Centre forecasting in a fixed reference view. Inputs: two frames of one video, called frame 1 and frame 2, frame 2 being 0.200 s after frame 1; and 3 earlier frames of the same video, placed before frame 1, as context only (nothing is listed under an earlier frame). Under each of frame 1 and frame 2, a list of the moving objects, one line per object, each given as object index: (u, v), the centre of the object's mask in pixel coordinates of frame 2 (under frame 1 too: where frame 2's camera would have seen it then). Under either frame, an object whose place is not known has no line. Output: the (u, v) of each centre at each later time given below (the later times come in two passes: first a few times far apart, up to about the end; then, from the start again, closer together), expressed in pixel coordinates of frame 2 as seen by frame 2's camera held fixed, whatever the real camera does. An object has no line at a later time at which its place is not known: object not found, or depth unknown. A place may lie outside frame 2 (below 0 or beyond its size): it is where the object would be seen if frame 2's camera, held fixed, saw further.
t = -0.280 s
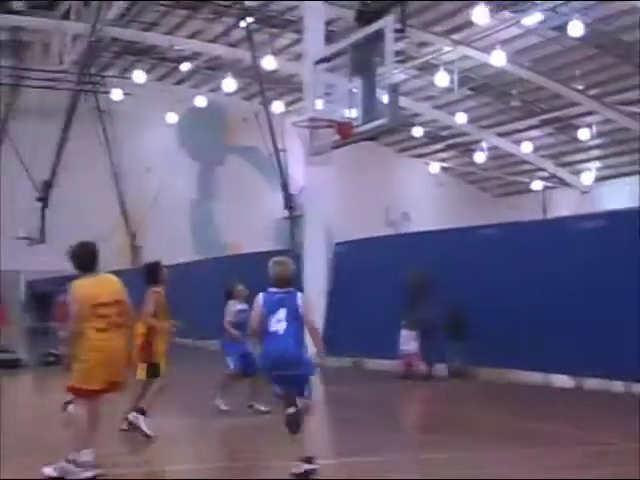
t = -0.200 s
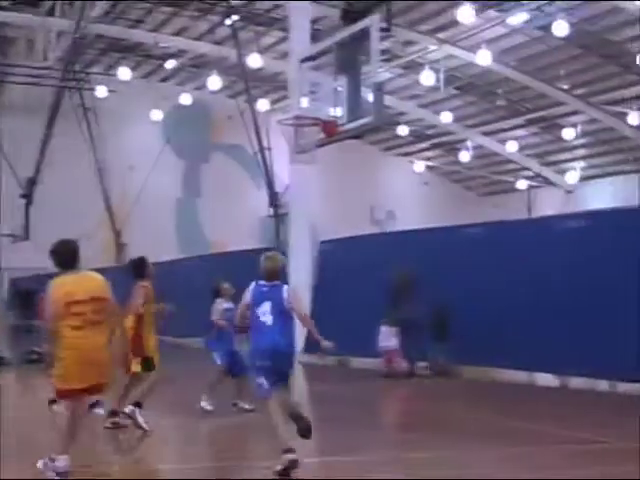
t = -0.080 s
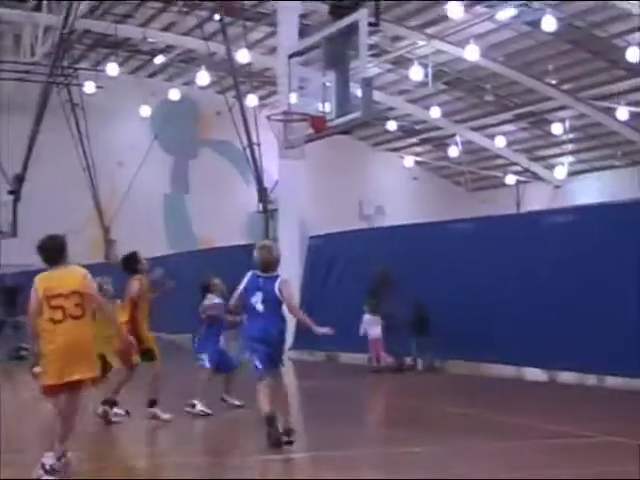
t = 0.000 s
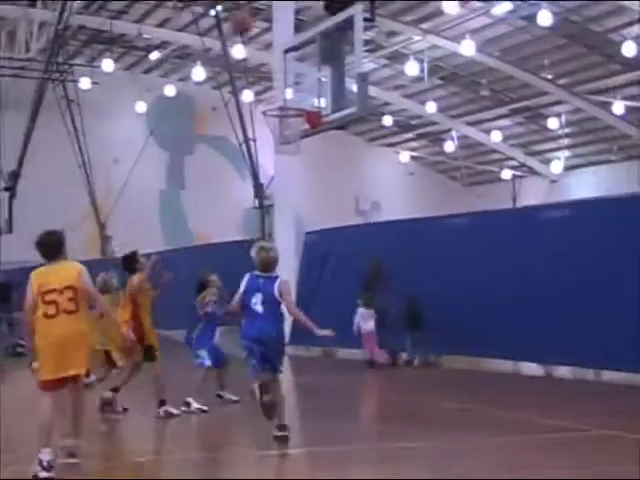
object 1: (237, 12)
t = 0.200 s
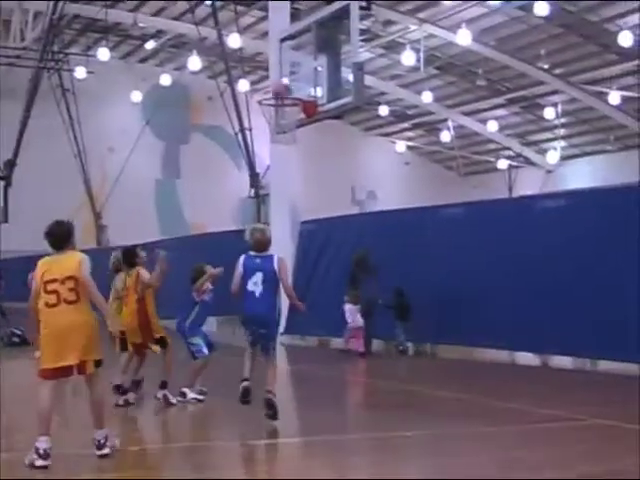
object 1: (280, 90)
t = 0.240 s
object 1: (282, 107)
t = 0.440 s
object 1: (274, 121)
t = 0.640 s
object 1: (278, 140)
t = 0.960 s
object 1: (303, 225)
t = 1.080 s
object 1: (314, 279)
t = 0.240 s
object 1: (282, 107)
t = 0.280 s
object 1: (277, 110)
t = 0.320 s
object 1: (276, 119)
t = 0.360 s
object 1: (275, 120)
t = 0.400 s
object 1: (274, 120)
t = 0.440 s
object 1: (274, 121)
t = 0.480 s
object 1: (272, 124)
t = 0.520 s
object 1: (273, 127)
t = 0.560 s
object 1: (274, 131)
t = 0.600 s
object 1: (277, 134)
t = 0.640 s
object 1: (278, 140)
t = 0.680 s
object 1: (282, 145)
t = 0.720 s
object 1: (285, 153)
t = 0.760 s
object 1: (288, 160)
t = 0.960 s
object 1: (303, 225)
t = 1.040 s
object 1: (313, 260)
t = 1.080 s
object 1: (314, 279)
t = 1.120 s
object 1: (315, 298)
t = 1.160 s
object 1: (321, 324)
